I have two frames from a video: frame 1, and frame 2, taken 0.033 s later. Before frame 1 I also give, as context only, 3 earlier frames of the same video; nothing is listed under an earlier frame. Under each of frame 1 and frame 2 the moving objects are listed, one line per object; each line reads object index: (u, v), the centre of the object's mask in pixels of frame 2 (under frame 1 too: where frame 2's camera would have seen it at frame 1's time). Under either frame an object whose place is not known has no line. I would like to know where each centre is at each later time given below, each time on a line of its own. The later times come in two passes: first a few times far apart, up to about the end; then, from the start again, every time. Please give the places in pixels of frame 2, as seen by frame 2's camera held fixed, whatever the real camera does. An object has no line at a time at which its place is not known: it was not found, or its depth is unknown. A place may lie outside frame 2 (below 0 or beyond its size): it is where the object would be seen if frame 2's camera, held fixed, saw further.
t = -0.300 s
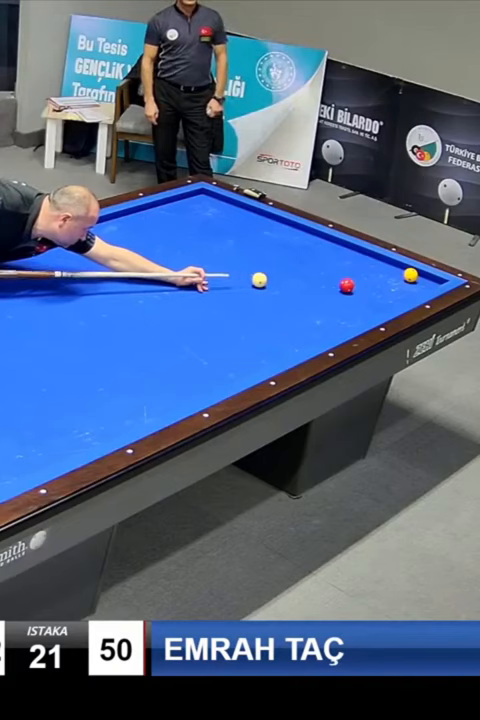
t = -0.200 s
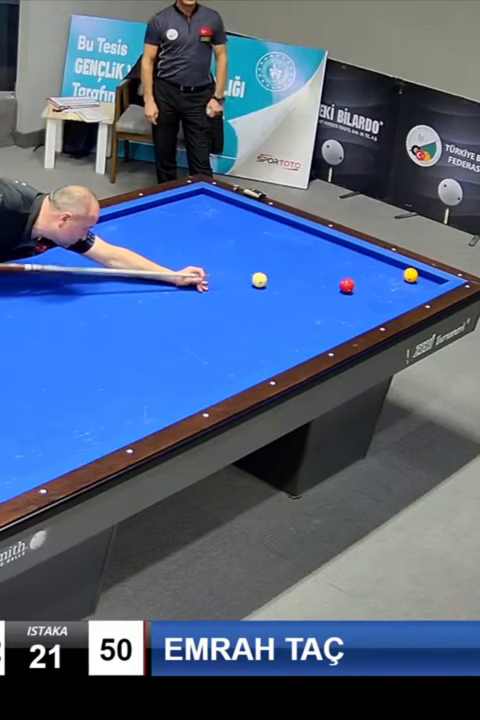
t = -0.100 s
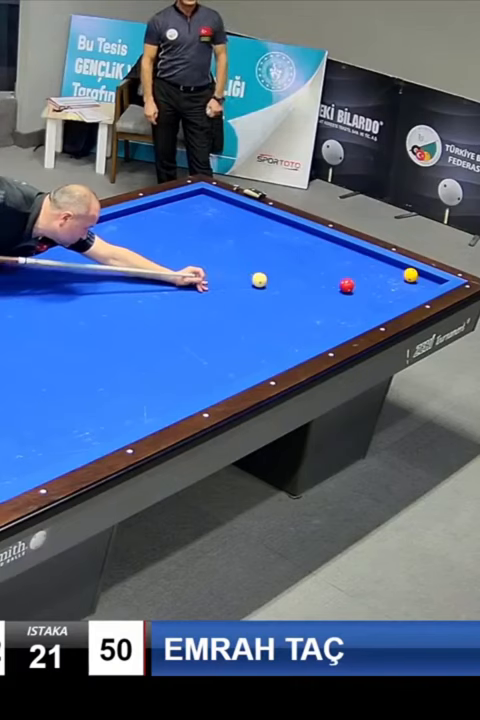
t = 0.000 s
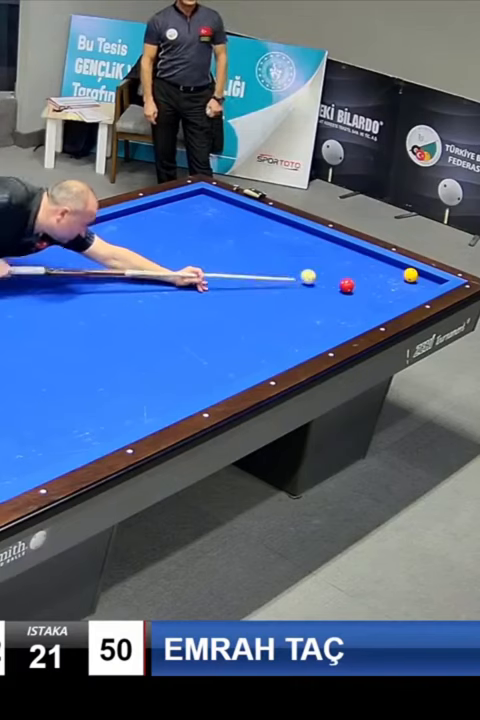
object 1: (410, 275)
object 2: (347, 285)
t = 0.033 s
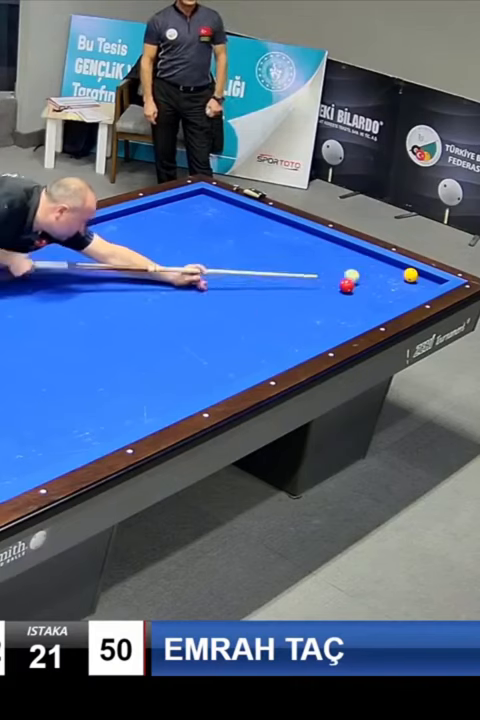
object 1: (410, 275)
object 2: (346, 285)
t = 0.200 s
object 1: (376, 291)
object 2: (346, 285)
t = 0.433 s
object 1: (192, 316)
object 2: (347, 285)
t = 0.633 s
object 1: (23, 336)
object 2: (347, 285)
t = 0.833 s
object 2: (346, 285)
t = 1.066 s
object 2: (346, 285)
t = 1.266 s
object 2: (347, 285)
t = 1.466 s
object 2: (346, 285)
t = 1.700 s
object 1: (5, 312)
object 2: (346, 285)
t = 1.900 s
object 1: (82, 310)
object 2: (346, 285)
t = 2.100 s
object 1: (158, 309)
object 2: (346, 285)
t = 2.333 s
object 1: (242, 307)
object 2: (346, 285)
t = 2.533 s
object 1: (311, 306)
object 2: (342, 285)
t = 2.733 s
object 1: (375, 305)
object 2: (333, 285)
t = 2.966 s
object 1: (393, 288)
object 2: (322, 284)
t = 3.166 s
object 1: (401, 273)
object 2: (314, 284)
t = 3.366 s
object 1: (395, 269)
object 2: (306, 283)
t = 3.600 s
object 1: (378, 274)
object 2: (297, 283)
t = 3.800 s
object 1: (364, 277)
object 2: (290, 282)
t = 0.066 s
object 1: (410, 275)
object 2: (346, 285)
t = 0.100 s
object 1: (426, 278)
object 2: (346, 285)
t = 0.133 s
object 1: (423, 287)
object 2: (346, 285)
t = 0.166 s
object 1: (400, 288)
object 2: (346, 285)
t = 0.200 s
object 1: (376, 291)
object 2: (346, 285)
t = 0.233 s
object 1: (351, 296)
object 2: (346, 284)
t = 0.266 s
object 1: (325, 300)
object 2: (346, 285)
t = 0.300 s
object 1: (300, 302)
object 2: (346, 285)
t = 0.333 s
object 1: (273, 306)
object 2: (347, 285)
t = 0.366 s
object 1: (247, 309)
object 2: (346, 285)
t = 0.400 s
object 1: (219, 313)
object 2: (346, 285)
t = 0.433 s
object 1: (192, 316)
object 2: (347, 285)
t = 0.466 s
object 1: (164, 320)
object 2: (346, 285)
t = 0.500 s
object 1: (136, 323)
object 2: (346, 285)
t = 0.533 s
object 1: (108, 326)
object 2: (347, 285)
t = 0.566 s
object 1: (80, 329)
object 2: (347, 285)
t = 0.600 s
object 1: (52, 333)
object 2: (346, 285)
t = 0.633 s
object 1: (23, 336)
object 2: (347, 285)
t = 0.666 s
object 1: (2, 339)
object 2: (346, 285)
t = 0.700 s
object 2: (346, 285)
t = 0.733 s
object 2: (346, 285)
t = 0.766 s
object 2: (346, 285)
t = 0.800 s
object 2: (346, 285)
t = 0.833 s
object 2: (346, 285)
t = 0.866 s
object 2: (346, 285)
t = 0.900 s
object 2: (346, 285)
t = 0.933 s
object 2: (346, 285)
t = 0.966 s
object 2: (346, 285)
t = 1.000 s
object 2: (346, 285)
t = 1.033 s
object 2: (346, 285)
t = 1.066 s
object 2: (346, 285)
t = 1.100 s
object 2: (346, 285)
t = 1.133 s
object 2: (346, 285)
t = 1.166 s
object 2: (346, 285)
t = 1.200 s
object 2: (347, 285)
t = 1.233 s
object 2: (347, 285)
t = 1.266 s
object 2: (347, 285)
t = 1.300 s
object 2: (347, 285)
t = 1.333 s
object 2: (347, 285)
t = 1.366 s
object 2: (346, 285)
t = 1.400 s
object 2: (347, 285)
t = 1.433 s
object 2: (346, 285)
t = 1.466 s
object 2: (346, 285)
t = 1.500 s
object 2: (346, 285)
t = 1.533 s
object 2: (346, 285)
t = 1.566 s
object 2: (346, 285)
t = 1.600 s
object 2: (346, 285)
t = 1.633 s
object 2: (346, 285)
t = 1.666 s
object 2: (346, 285)
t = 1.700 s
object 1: (5, 312)
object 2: (346, 285)
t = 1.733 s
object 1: (16, 312)
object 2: (346, 285)
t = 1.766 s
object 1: (29, 312)
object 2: (346, 285)
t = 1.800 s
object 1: (42, 311)
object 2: (346, 285)
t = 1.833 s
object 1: (56, 311)
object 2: (346, 285)
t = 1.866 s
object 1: (69, 311)
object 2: (346, 285)
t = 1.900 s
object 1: (82, 310)
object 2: (346, 285)
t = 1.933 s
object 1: (94, 310)
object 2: (346, 285)
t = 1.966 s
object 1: (107, 310)
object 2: (346, 285)
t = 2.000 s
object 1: (120, 310)
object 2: (346, 285)
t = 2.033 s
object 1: (133, 309)
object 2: (346, 285)
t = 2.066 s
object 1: (145, 309)
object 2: (346, 285)
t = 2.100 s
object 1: (158, 309)
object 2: (346, 285)
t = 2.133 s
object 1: (170, 309)
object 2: (346, 285)
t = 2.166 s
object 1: (182, 308)
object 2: (346, 285)
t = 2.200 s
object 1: (195, 308)
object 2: (346, 285)
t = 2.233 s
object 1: (206, 308)
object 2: (346, 285)
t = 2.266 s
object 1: (219, 307)
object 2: (346, 285)
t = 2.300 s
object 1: (231, 307)
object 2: (346, 285)
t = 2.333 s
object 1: (242, 307)
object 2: (346, 285)
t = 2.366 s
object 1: (254, 307)
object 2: (346, 285)
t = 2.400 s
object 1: (265, 307)
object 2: (346, 285)
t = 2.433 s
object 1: (277, 306)
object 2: (346, 285)
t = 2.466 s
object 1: (288, 306)
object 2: (345, 285)
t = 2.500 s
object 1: (300, 306)
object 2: (344, 285)
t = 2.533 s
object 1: (311, 306)
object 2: (342, 285)
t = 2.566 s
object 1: (322, 306)
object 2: (341, 285)
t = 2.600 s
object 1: (333, 305)
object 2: (339, 285)
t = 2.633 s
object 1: (343, 305)
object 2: (337, 285)
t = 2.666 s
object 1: (354, 305)
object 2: (336, 285)
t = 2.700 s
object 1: (365, 305)
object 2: (334, 285)
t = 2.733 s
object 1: (375, 305)
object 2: (333, 285)
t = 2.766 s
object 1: (385, 304)
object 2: (331, 285)
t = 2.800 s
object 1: (392, 302)
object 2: (330, 284)
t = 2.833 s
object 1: (392, 300)
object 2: (328, 284)
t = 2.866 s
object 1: (392, 297)
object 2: (327, 284)
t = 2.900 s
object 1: (392, 294)
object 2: (325, 284)
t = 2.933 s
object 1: (392, 291)
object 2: (324, 284)
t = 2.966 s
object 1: (393, 288)
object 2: (322, 284)
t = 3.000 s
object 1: (395, 285)
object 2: (321, 284)
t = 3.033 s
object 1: (396, 283)
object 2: (319, 284)
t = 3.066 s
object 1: (397, 280)
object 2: (319, 284)
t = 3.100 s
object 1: (399, 278)
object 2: (317, 284)
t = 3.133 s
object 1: (400, 275)
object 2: (316, 284)
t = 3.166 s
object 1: (401, 273)
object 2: (314, 284)
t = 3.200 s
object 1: (402, 270)
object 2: (312, 284)
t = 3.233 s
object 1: (403, 268)
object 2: (311, 283)
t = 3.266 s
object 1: (403, 267)
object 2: (310, 283)
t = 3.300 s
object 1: (400, 268)
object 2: (308, 283)
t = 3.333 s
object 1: (397, 269)
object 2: (307, 283)
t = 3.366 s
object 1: (395, 269)
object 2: (306, 283)
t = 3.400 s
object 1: (392, 270)
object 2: (305, 283)
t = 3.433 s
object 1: (390, 271)
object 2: (303, 283)
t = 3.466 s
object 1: (387, 271)
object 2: (302, 283)
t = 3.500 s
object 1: (385, 272)
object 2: (301, 283)
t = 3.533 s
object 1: (382, 273)
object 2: (300, 283)
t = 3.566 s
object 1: (381, 273)
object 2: (298, 283)
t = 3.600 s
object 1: (378, 274)
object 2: (297, 283)
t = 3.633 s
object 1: (375, 274)
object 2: (296, 283)
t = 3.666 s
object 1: (373, 275)
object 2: (295, 282)
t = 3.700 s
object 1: (371, 275)
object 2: (293, 283)
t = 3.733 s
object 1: (368, 276)
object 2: (292, 282)
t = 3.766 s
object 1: (365, 276)
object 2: (291, 283)
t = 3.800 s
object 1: (364, 277)
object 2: (290, 282)
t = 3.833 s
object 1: (361, 277)
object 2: (288, 282)
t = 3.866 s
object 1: (359, 278)
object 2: (287, 282)
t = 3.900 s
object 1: (356, 279)
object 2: (286, 282)
